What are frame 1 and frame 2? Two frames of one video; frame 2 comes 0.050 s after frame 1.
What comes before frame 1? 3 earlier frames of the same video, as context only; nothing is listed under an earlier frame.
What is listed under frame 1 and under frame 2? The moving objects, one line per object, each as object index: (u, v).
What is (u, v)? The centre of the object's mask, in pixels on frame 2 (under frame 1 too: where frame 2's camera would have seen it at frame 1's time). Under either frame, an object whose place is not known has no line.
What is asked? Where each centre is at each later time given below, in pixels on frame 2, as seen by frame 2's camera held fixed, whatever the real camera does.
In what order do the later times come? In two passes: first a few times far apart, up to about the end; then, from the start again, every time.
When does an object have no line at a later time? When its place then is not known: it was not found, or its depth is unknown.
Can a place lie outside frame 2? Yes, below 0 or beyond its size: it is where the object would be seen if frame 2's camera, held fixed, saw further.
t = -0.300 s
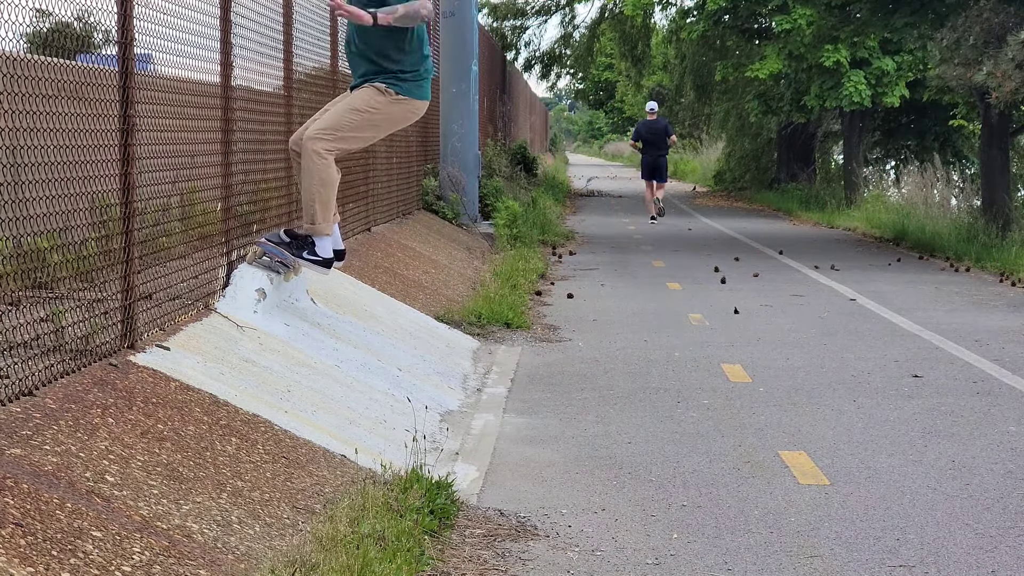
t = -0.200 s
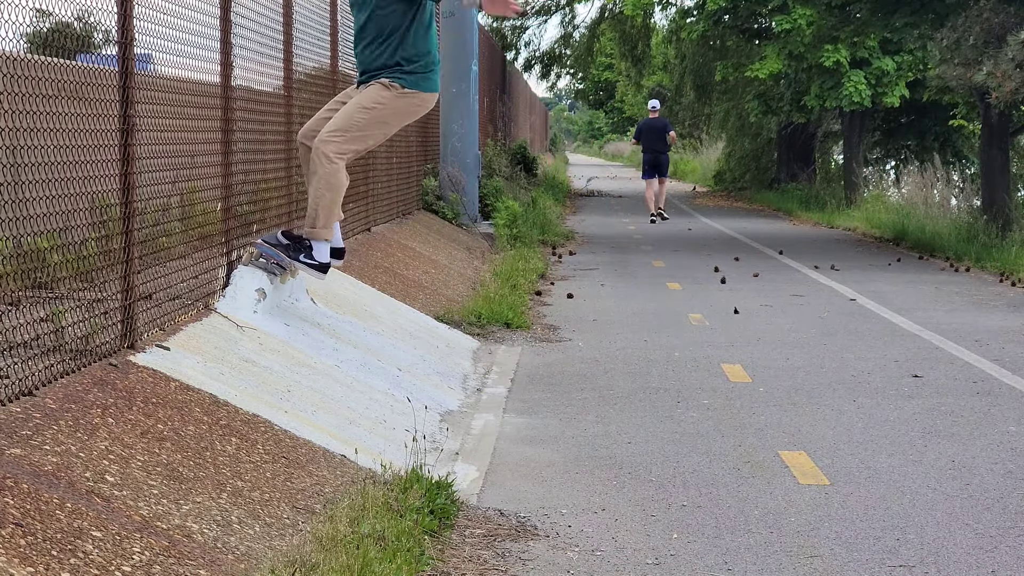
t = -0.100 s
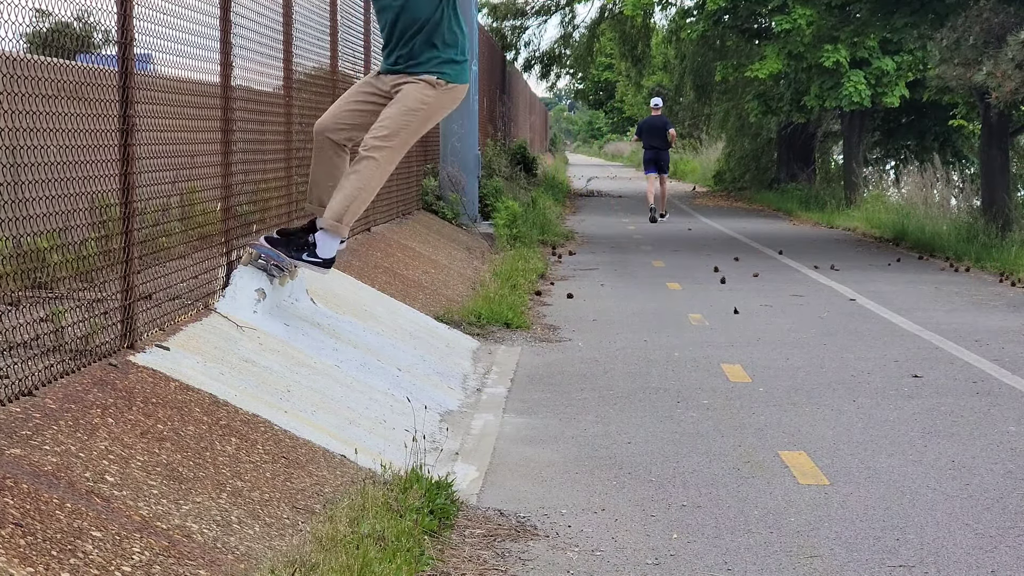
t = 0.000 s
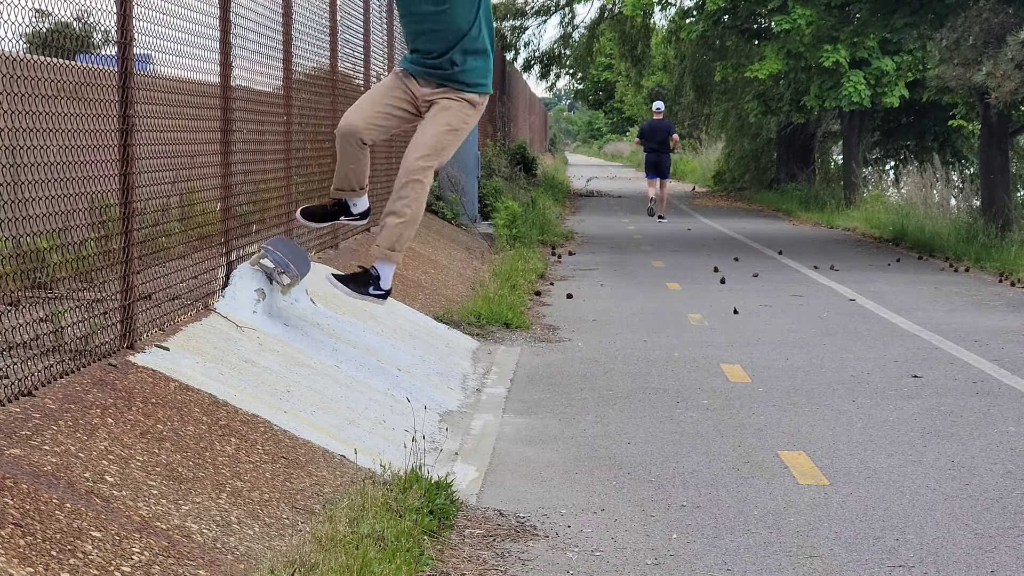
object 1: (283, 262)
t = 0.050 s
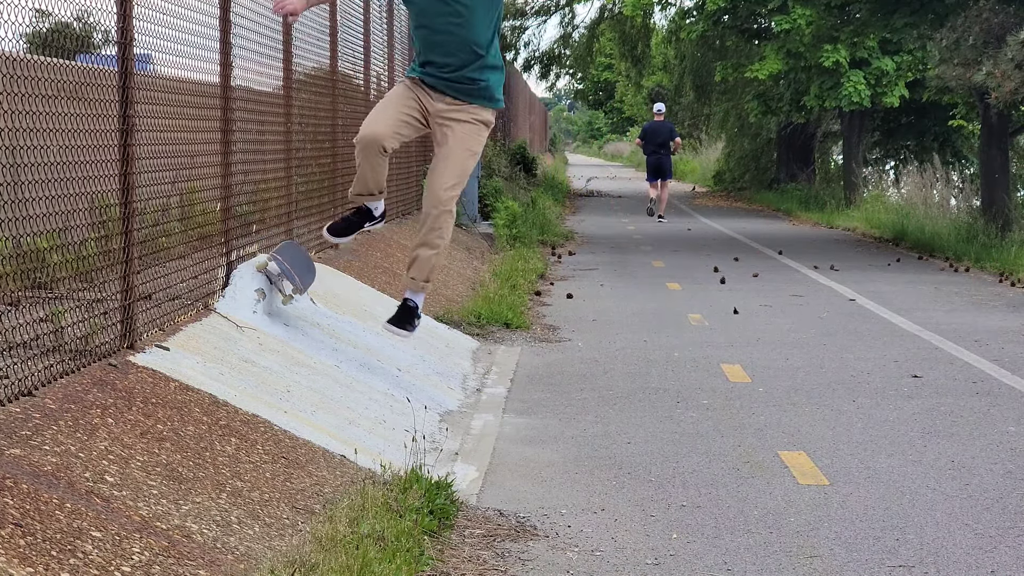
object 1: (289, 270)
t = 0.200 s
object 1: (318, 298)
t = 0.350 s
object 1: (357, 341)
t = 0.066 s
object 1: (291, 273)
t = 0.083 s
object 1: (293, 277)
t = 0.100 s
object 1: (295, 282)
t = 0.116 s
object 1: (297, 288)
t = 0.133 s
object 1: (299, 293)
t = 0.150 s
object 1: (304, 295)
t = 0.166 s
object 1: (308, 295)
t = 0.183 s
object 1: (313, 296)
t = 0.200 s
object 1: (318, 298)
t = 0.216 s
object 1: (323, 302)
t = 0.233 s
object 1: (326, 305)
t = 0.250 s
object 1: (330, 310)
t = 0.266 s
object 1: (333, 314)
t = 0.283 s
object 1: (337, 320)
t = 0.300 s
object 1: (342, 327)
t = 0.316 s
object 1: (346, 334)
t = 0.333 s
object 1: (351, 339)
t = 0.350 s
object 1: (357, 341)
